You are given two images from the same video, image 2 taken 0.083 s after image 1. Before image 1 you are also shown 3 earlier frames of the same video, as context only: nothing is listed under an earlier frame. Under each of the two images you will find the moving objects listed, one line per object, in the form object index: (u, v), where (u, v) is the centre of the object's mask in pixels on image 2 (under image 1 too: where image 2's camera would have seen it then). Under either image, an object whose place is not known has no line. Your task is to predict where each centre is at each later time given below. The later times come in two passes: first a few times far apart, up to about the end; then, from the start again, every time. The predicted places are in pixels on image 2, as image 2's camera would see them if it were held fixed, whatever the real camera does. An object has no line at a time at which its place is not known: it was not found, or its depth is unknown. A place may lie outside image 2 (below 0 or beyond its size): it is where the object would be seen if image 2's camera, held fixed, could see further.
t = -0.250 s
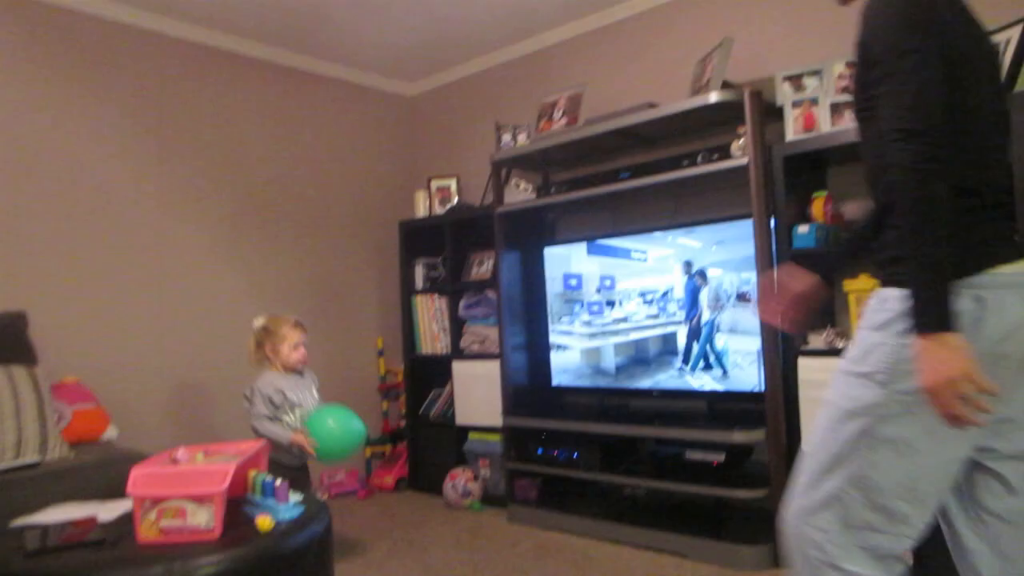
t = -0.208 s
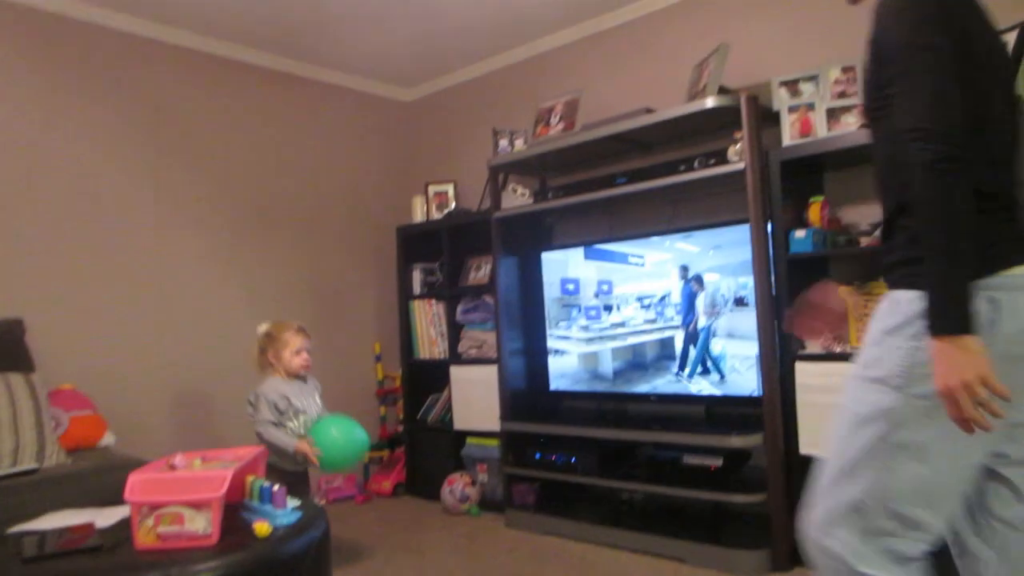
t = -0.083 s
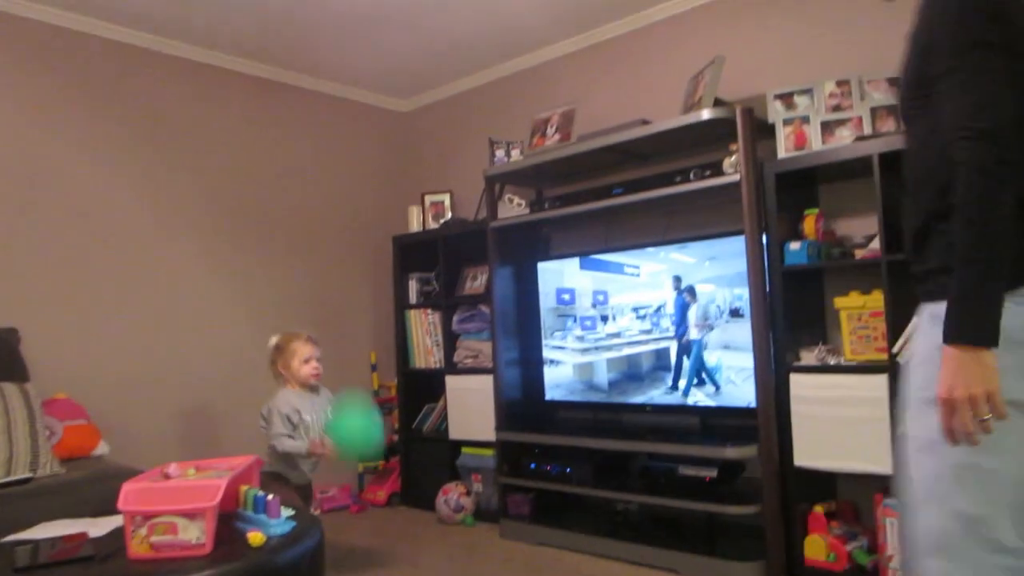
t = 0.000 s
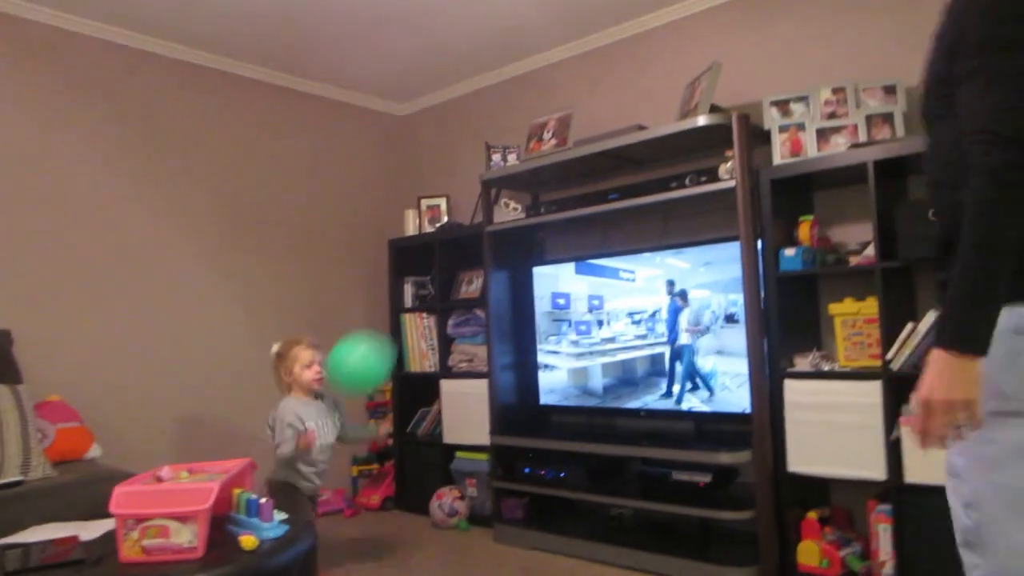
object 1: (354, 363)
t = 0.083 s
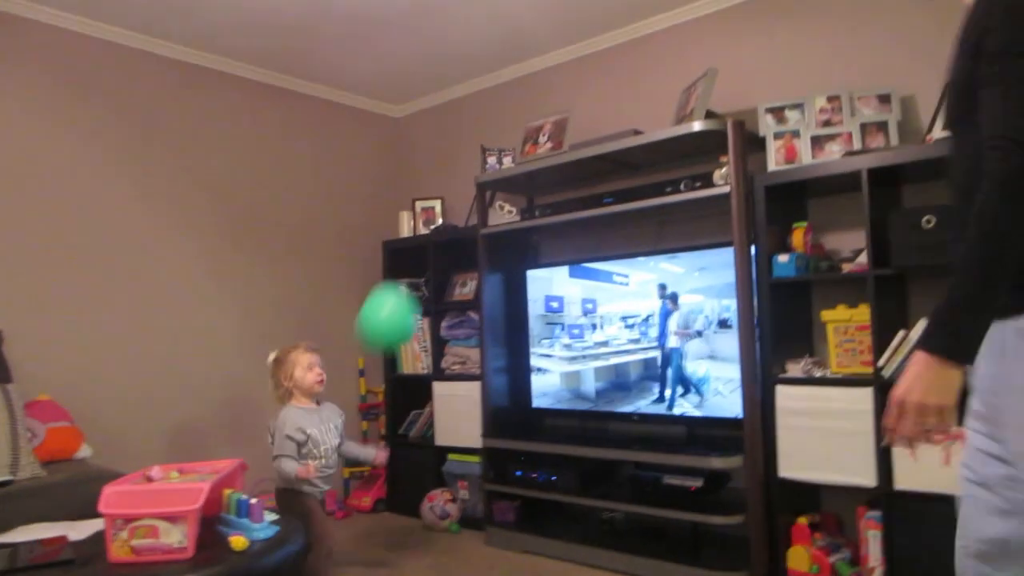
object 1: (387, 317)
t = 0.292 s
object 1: (449, 230)
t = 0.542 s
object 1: (489, 183)
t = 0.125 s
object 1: (404, 295)
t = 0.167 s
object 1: (418, 277)
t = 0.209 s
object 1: (429, 261)
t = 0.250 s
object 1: (440, 245)
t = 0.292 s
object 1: (449, 230)
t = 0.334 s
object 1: (457, 217)
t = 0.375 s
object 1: (464, 207)
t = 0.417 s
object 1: (471, 199)
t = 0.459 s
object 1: (477, 192)
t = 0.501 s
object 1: (484, 187)
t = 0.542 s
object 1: (489, 183)
